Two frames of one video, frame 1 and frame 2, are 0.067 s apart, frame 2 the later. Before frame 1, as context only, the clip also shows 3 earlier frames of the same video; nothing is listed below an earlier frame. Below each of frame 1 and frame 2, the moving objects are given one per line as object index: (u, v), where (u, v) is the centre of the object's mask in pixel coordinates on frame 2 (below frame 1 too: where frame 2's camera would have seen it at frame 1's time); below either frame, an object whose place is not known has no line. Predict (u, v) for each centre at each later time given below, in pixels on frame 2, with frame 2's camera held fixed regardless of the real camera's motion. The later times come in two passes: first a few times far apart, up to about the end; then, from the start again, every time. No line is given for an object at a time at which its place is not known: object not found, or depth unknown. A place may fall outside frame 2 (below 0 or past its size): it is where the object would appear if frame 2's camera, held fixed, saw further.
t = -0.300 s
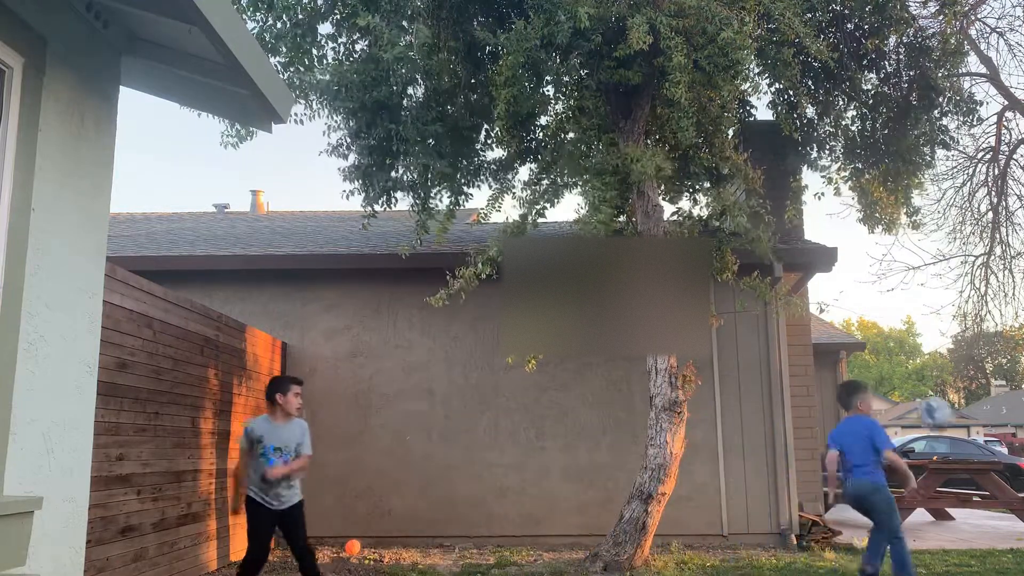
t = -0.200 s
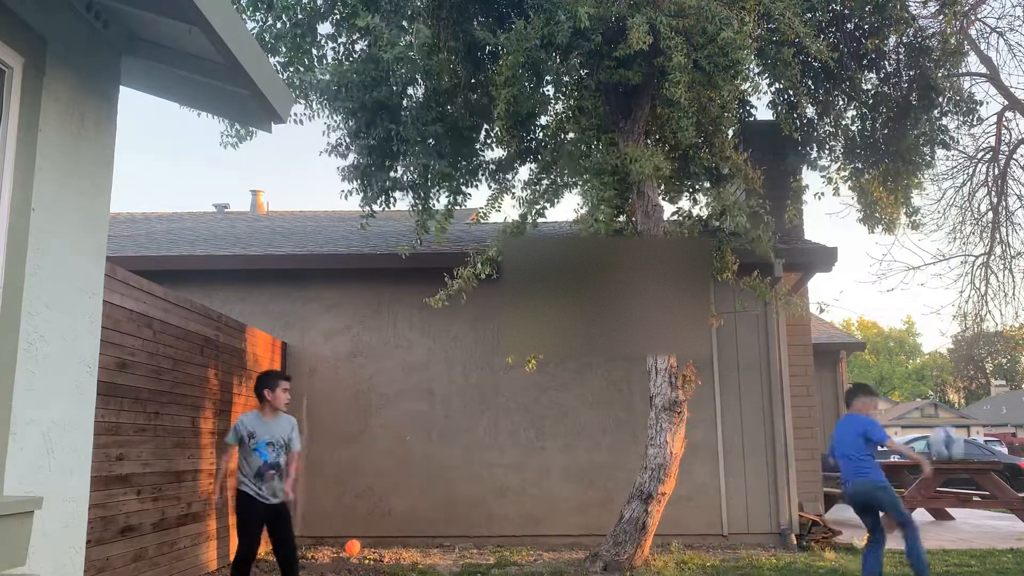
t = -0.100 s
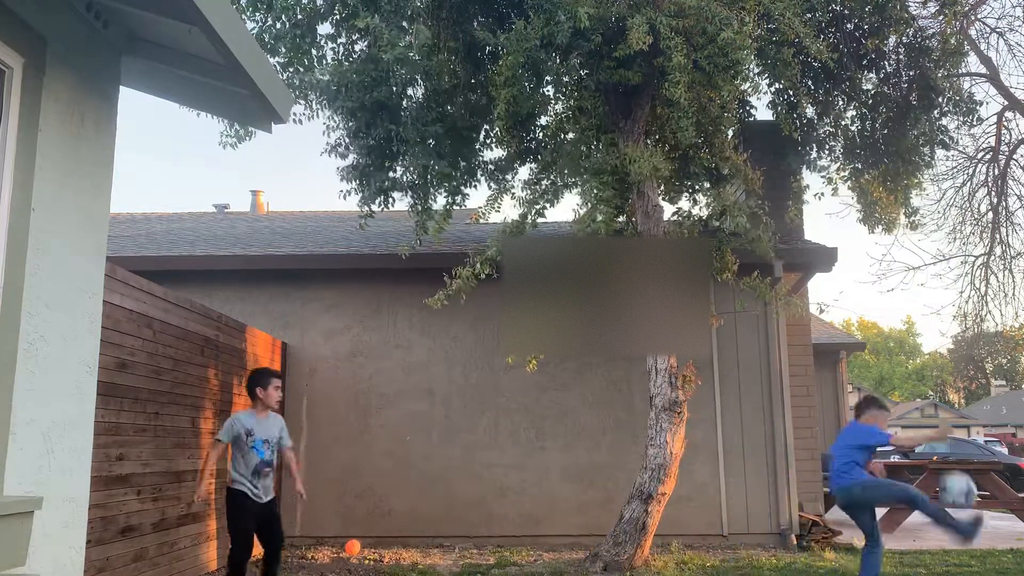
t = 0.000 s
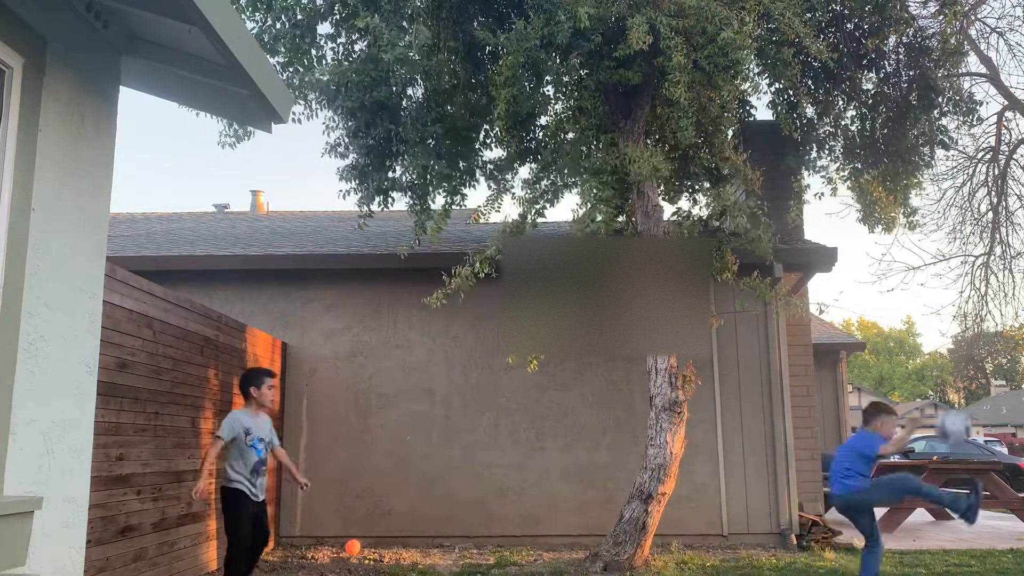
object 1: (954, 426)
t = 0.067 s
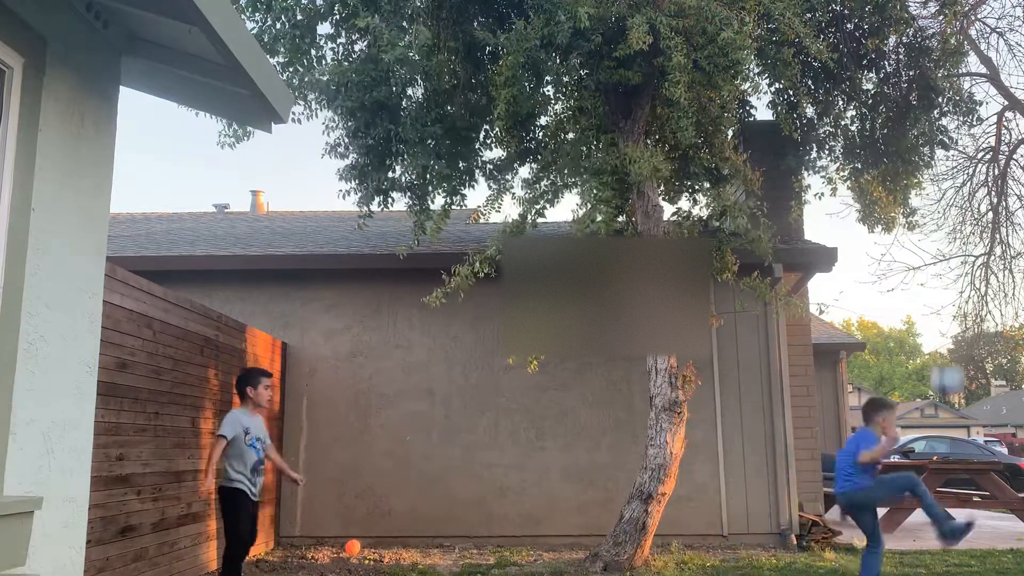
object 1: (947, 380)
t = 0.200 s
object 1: (940, 313)
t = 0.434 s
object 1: (934, 260)
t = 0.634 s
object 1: (936, 277)
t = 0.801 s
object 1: (941, 336)
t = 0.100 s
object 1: (947, 362)
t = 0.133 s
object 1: (944, 344)
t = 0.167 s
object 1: (941, 328)
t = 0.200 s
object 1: (940, 313)
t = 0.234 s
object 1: (939, 301)
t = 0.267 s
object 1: (938, 289)
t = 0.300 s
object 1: (937, 280)
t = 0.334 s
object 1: (937, 272)
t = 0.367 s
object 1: (935, 267)
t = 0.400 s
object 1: (935, 263)
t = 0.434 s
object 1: (934, 260)
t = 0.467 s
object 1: (934, 259)
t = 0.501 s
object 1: (934, 260)
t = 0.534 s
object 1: (934, 262)
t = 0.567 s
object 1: (934, 265)
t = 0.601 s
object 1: (935, 270)
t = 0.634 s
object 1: (936, 277)
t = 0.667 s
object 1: (936, 286)
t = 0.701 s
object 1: (937, 296)
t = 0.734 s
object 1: (938, 308)
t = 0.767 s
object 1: (939, 321)
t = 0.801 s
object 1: (941, 336)
